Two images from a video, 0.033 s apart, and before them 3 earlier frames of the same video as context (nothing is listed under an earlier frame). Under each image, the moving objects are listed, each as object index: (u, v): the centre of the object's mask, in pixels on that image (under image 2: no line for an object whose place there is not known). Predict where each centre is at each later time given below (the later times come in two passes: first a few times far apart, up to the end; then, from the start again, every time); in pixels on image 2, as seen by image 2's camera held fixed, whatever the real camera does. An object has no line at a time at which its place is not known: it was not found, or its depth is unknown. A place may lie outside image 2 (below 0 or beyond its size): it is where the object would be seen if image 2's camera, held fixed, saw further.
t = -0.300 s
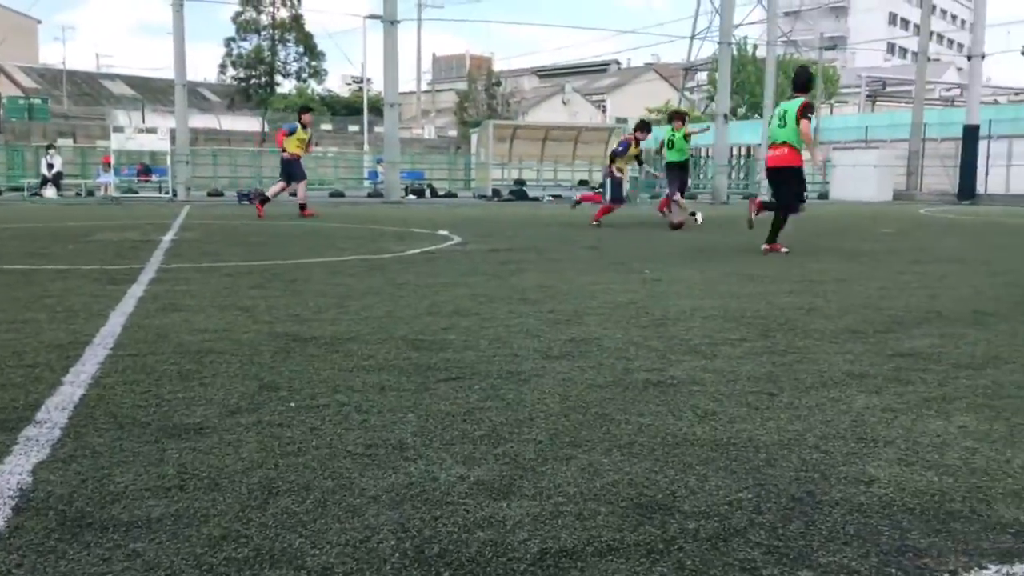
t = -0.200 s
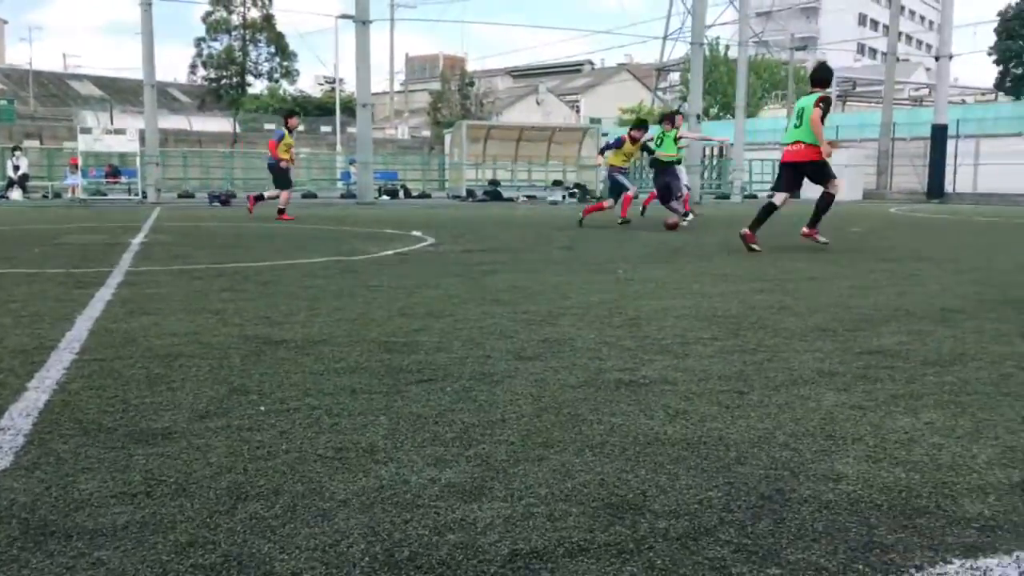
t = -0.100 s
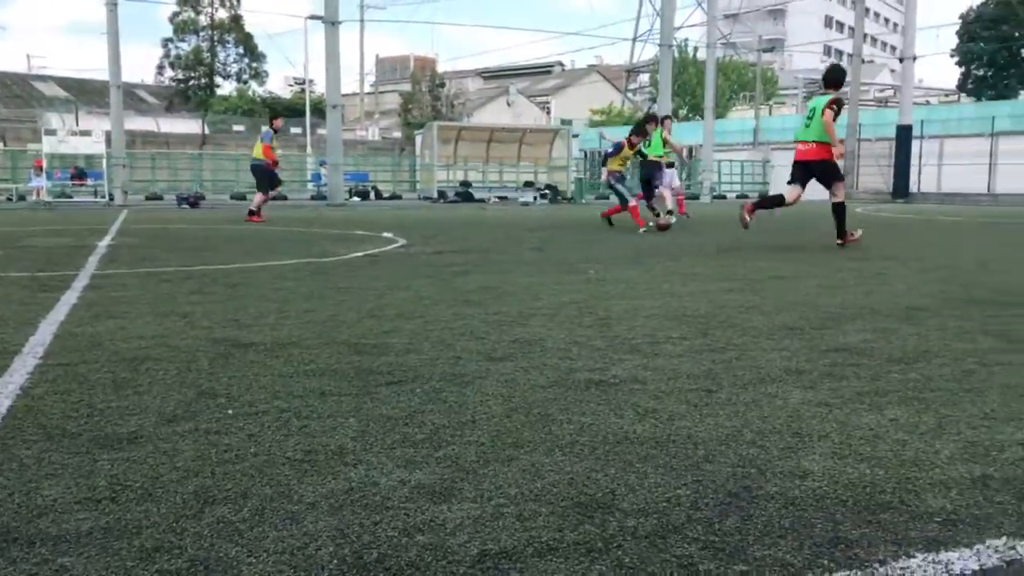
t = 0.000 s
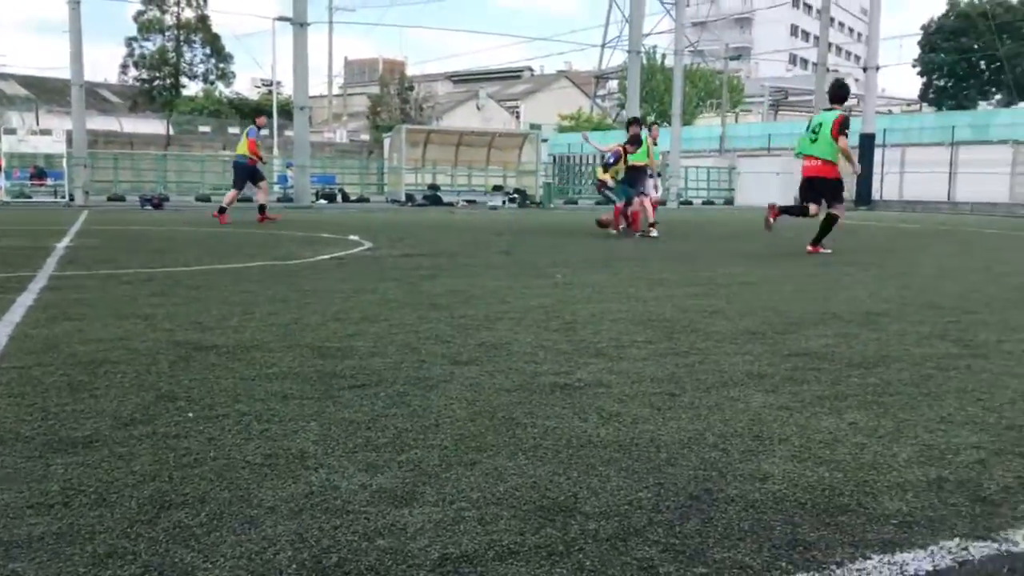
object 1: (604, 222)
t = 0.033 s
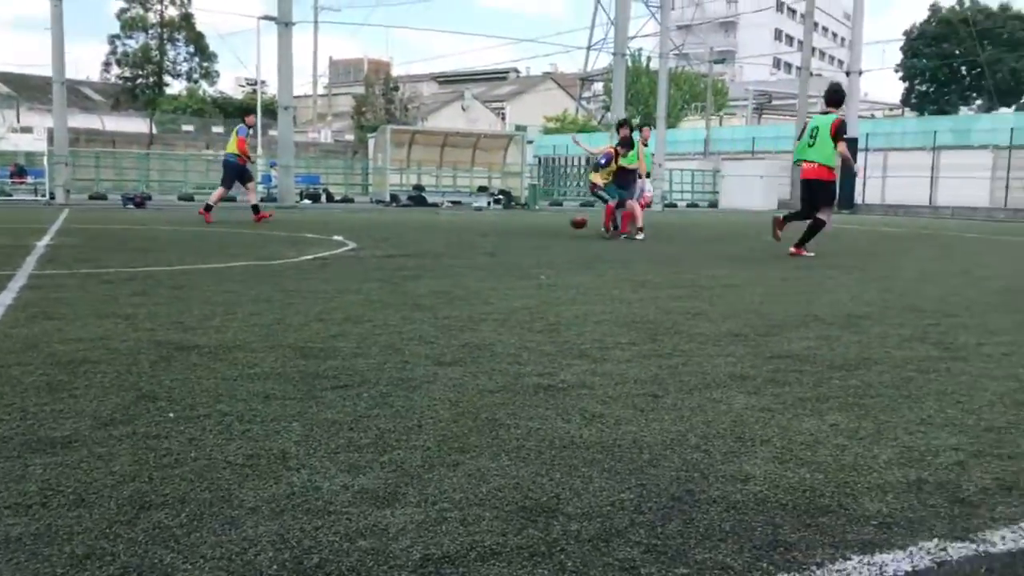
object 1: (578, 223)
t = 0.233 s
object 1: (505, 229)
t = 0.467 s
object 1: (411, 241)
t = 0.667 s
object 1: (321, 262)
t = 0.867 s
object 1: (228, 279)
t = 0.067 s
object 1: (567, 221)
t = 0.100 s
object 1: (556, 221)
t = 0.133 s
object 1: (545, 222)
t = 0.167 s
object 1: (533, 224)
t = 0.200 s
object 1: (519, 226)
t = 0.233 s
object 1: (505, 229)
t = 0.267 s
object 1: (491, 233)
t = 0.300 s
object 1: (475, 241)
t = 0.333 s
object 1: (460, 246)
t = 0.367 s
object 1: (449, 244)
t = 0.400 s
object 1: (437, 242)
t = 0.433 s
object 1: (424, 241)
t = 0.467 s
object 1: (411, 241)
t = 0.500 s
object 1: (396, 244)
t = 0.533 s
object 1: (381, 248)
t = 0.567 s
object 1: (365, 254)
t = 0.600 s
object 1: (349, 261)
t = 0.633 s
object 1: (333, 263)
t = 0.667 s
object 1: (321, 262)
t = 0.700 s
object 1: (307, 262)
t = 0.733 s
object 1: (293, 263)
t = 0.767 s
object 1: (277, 268)
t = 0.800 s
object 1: (262, 275)
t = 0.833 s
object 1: (245, 278)
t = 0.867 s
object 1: (228, 279)
